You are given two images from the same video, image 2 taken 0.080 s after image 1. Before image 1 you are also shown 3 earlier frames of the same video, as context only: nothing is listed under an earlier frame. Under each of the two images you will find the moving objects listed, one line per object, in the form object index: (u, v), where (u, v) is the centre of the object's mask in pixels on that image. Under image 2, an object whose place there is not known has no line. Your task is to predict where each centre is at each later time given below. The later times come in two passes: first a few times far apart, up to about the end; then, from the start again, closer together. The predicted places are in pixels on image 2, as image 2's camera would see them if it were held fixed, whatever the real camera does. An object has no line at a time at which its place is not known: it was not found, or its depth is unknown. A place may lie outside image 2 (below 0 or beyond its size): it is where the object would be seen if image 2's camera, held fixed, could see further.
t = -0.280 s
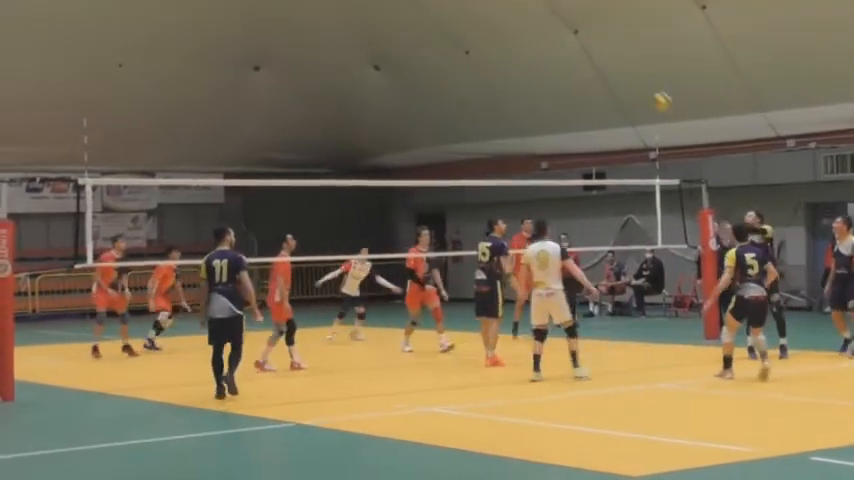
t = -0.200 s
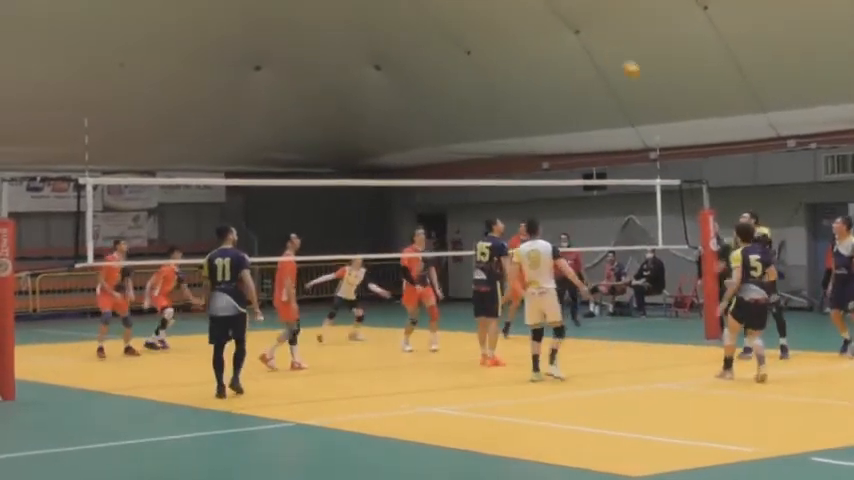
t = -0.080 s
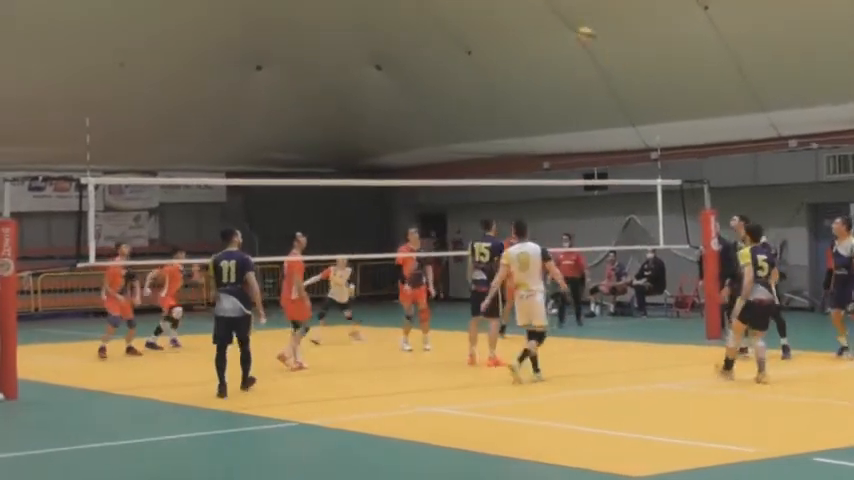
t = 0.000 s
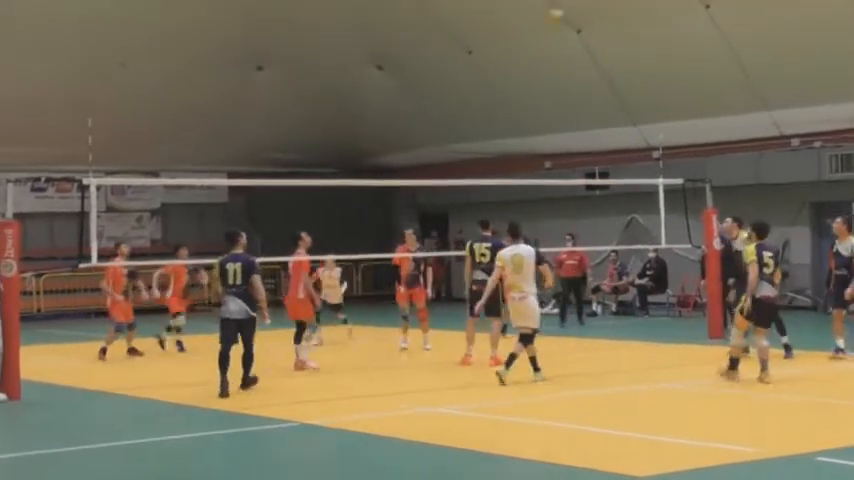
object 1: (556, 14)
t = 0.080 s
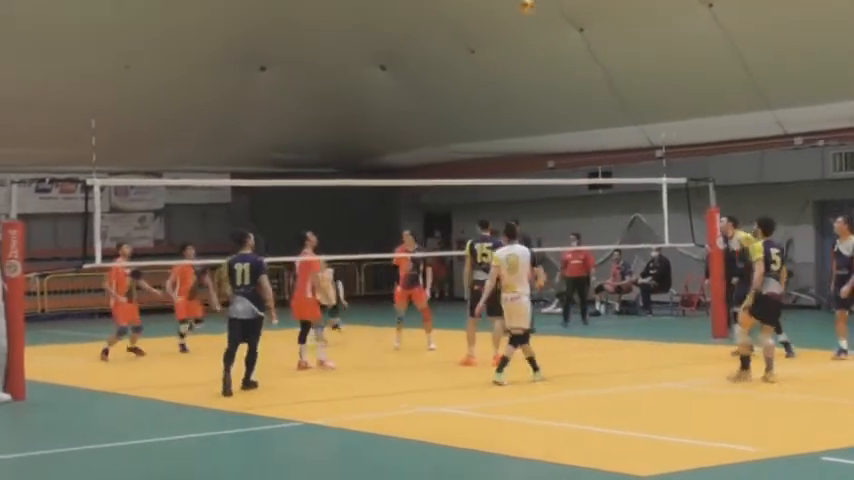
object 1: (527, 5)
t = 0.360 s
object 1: (433, 7)
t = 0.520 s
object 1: (383, 29)
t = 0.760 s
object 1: (315, 98)
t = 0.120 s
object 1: (516, 4)
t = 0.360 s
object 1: (433, 7)
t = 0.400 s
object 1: (417, 9)
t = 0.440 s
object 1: (407, 13)
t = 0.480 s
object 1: (395, 21)
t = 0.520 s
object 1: (383, 29)
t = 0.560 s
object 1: (372, 37)
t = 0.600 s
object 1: (359, 47)
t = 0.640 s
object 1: (348, 58)
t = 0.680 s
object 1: (338, 70)
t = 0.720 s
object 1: (326, 82)
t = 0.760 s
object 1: (315, 98)
